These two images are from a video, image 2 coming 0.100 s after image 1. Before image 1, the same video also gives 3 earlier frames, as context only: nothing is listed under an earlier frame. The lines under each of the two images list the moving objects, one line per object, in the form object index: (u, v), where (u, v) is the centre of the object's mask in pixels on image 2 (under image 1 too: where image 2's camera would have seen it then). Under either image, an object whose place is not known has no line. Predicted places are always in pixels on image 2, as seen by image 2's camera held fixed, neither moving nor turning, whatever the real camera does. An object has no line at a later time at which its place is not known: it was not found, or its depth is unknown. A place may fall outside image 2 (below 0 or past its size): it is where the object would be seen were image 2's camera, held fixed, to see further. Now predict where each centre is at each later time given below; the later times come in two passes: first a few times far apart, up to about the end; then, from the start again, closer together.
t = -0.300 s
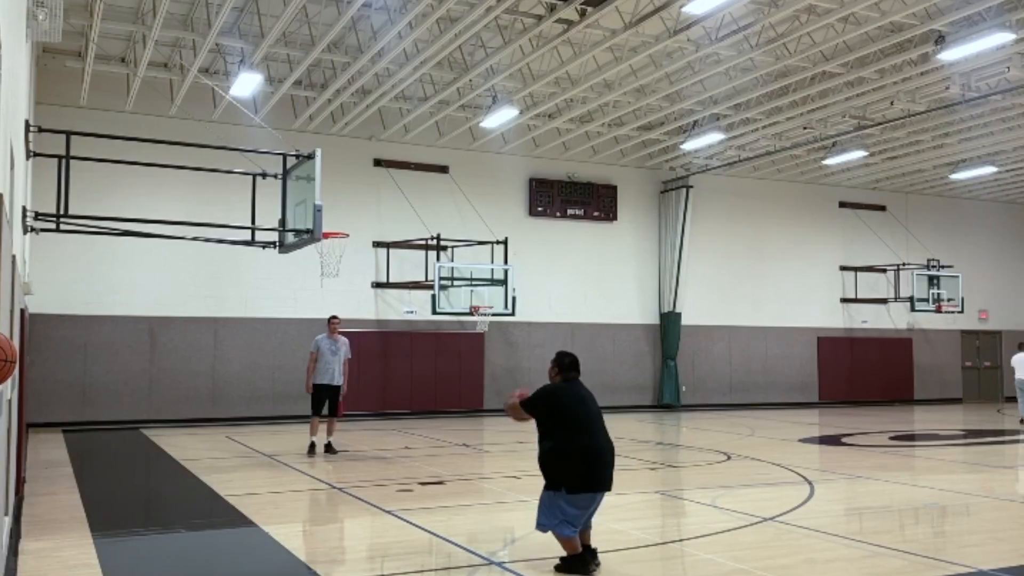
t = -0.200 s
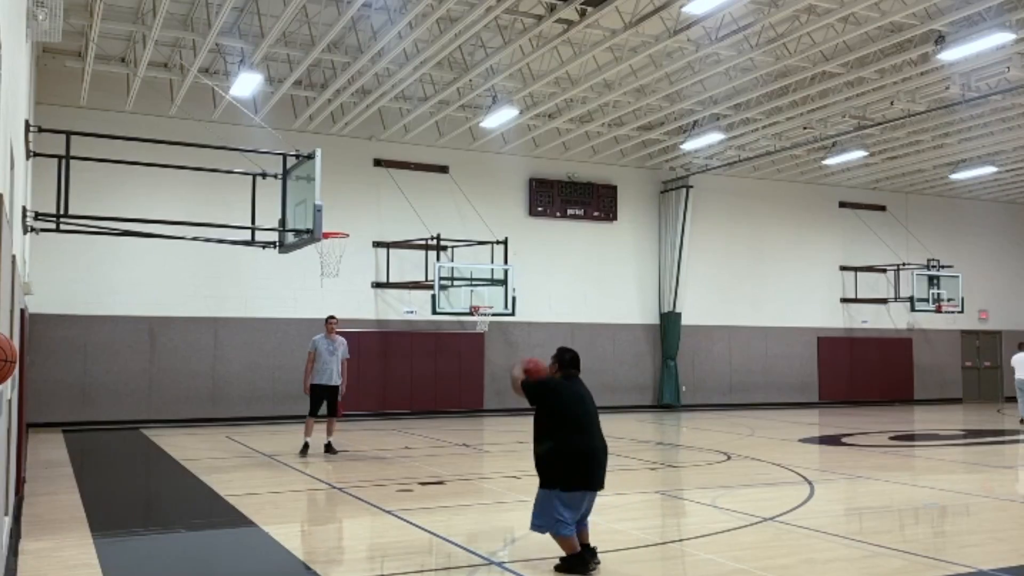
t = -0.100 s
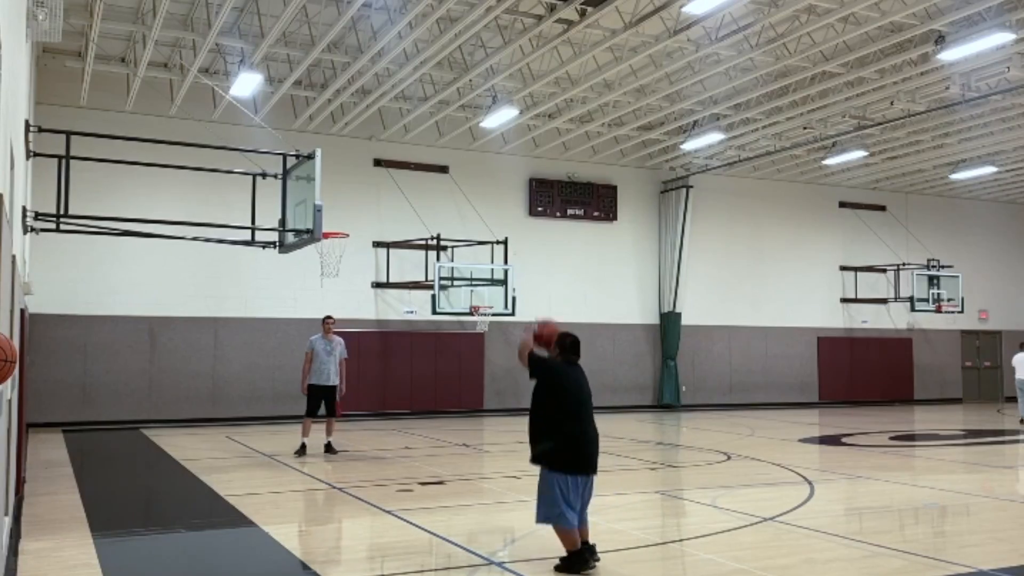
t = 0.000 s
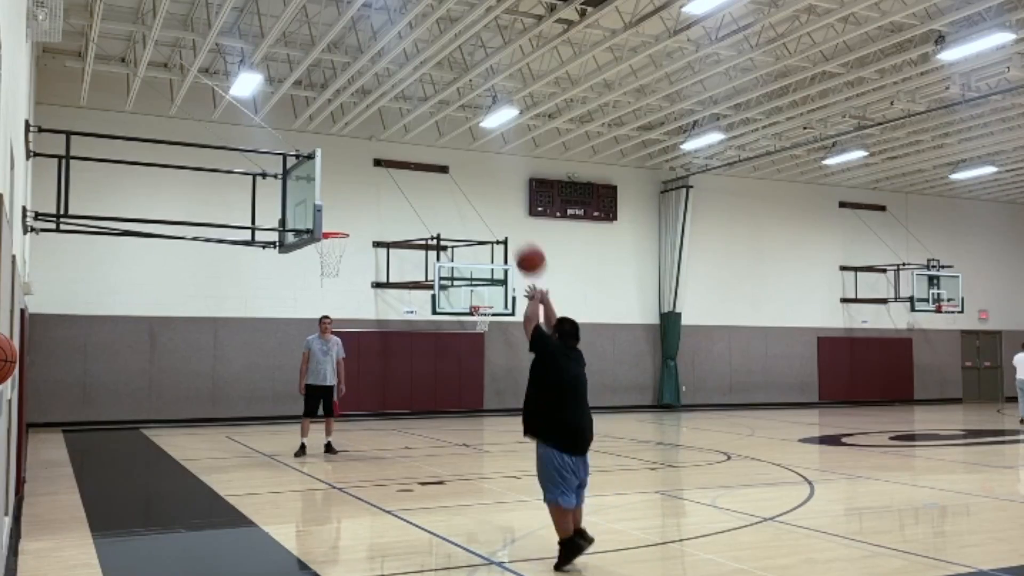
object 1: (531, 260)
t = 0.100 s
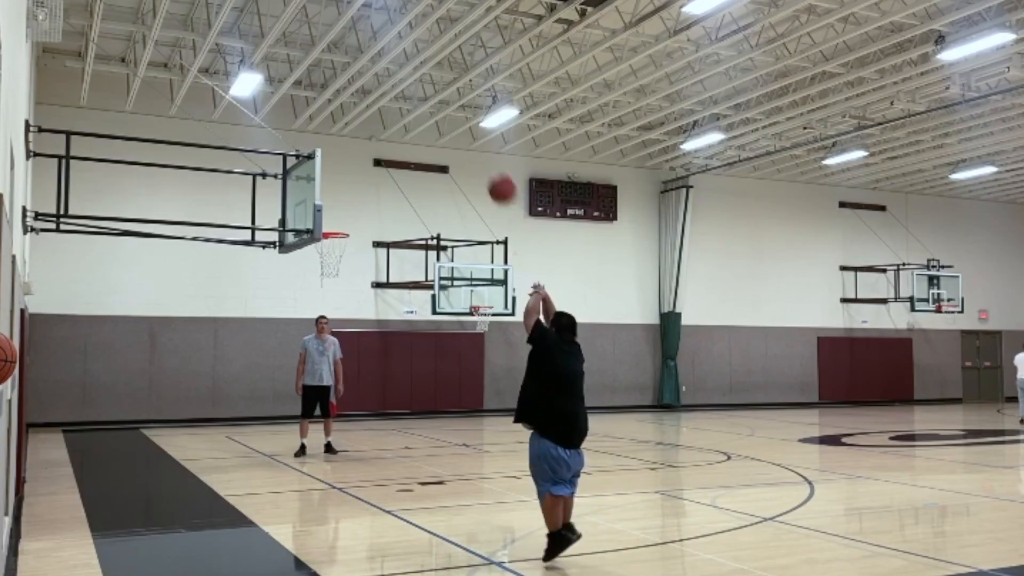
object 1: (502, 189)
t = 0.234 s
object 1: (470, 123)
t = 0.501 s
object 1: (418, 65)
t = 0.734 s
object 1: (383, 74)
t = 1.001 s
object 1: (351, 136)
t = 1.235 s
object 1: (329, 222)
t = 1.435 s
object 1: (327, 273)
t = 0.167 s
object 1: (485, 153)
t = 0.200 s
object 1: (478, 137)
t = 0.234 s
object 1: (470, 123)
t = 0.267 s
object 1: (463, 110)
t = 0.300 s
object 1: (456, 99)
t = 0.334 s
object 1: (449, 90)
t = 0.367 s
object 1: (442, 82)
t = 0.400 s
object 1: (436, 77)
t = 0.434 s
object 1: (430, 72)
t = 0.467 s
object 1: (424, 67)
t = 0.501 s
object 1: (418, 65)
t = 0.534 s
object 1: (413, 63)
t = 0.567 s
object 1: (408, 63)
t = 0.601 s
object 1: (403, 63)
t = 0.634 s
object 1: (397, 65)
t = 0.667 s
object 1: (393, 67)
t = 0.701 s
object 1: (388, 70)
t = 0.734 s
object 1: (383, 74)
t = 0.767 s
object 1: (379, 80)
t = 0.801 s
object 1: (375, 86)
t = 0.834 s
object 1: (370, 92)
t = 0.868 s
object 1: (366, 99)
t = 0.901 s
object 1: (363, 107)
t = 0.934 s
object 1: (358, 116)
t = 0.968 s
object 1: (355, 126)
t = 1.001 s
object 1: (351, 136)
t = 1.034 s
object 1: (347, 147)
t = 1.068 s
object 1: (344, 158)
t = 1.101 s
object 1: (340, 170)
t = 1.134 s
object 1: (337, 183)
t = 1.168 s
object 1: (333, 195)
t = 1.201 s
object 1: (331, 208)
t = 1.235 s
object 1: (329, 222)
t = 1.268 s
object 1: (327, 237)
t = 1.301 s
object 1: (322, 250)
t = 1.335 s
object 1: (322, 257)
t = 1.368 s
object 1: (324, 262)
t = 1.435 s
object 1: (327, 273)
